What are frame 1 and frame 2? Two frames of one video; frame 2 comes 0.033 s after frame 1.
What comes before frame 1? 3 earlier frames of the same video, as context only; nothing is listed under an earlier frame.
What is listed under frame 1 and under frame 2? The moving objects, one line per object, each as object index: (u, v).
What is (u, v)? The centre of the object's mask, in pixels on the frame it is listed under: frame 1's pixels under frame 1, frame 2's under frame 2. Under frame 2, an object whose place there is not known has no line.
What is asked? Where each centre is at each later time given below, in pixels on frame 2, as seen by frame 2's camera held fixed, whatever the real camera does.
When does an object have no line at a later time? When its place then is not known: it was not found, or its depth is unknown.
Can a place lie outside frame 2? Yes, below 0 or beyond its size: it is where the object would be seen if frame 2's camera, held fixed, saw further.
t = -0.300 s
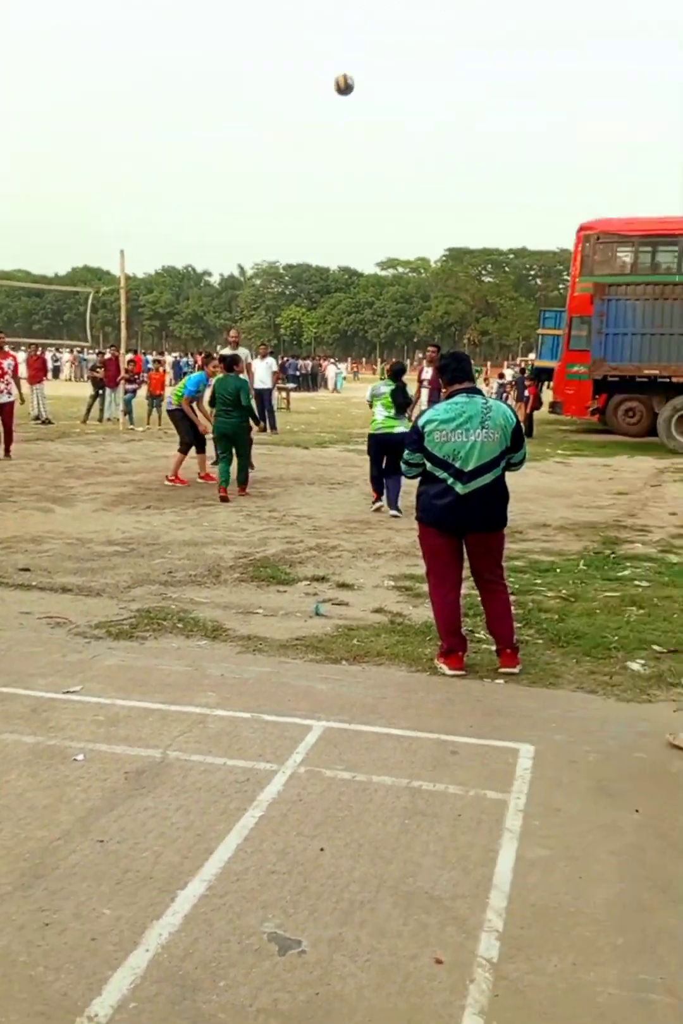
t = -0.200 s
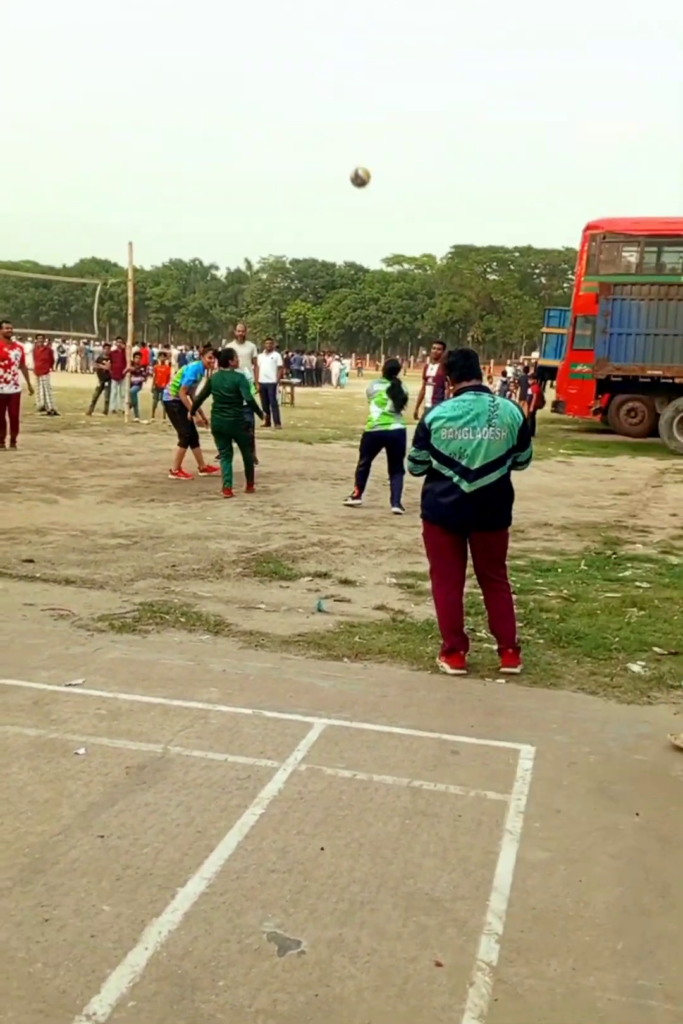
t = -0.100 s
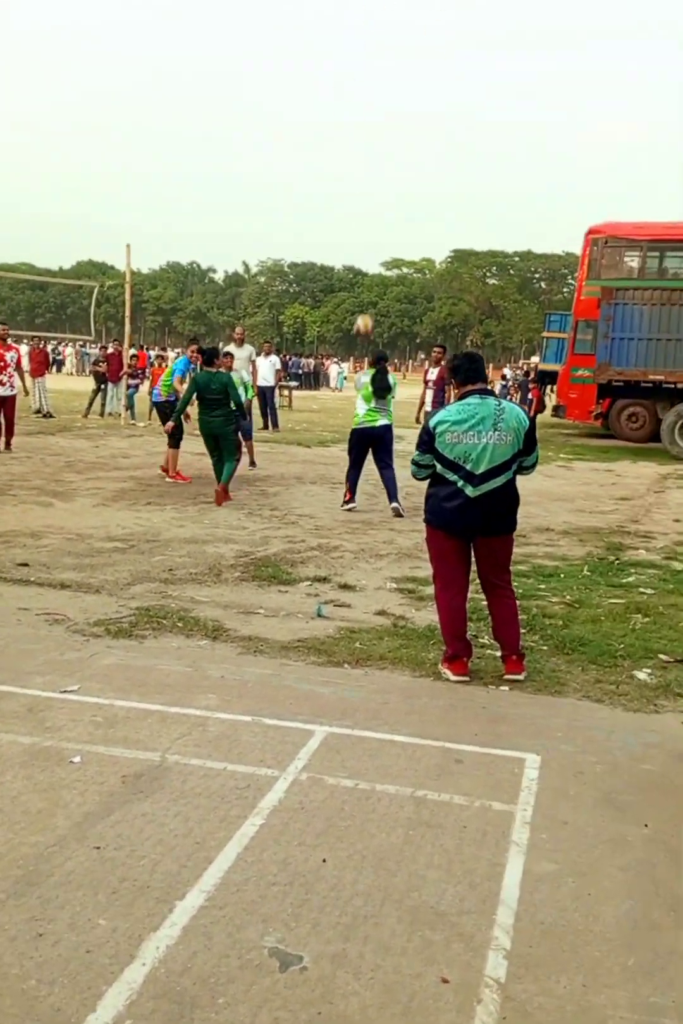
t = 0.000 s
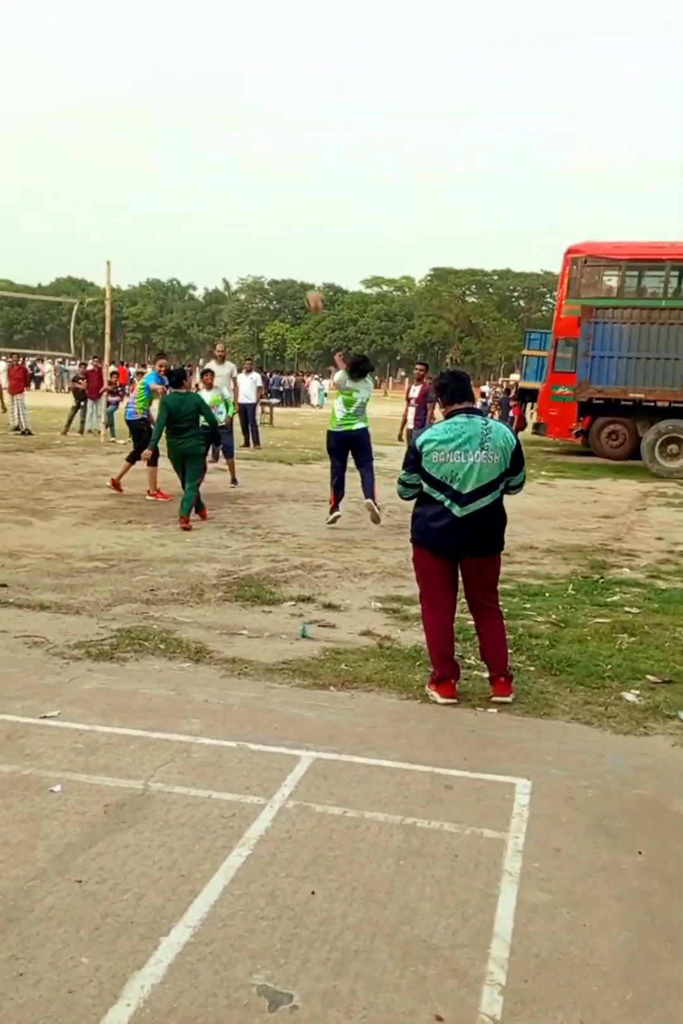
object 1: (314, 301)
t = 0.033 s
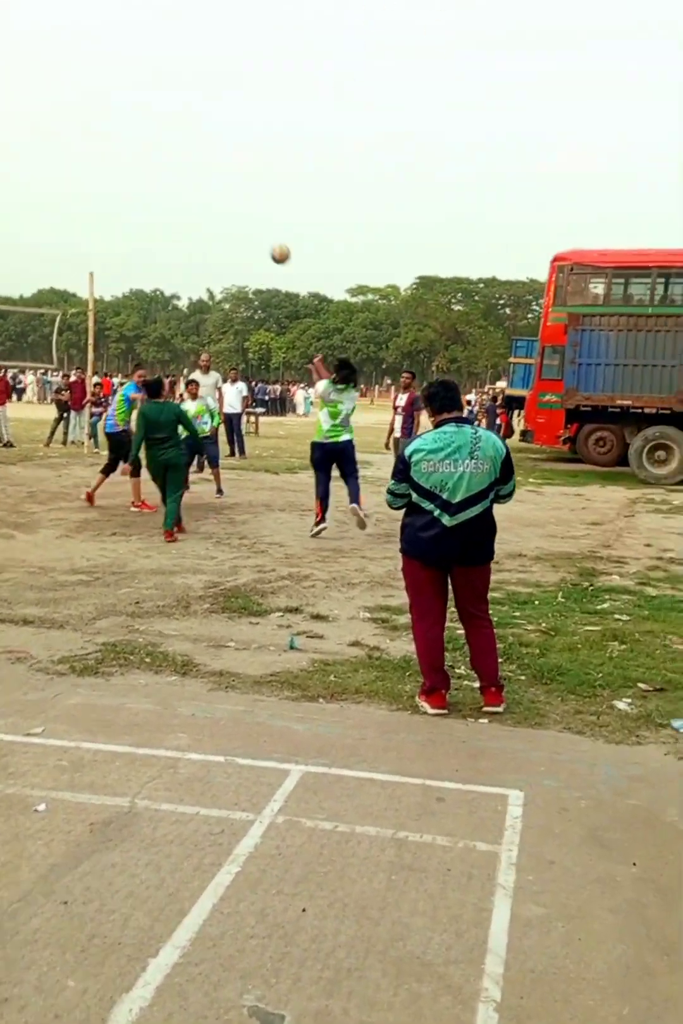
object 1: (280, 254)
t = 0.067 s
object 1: (260, 205)
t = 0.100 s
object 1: (249, 182)
